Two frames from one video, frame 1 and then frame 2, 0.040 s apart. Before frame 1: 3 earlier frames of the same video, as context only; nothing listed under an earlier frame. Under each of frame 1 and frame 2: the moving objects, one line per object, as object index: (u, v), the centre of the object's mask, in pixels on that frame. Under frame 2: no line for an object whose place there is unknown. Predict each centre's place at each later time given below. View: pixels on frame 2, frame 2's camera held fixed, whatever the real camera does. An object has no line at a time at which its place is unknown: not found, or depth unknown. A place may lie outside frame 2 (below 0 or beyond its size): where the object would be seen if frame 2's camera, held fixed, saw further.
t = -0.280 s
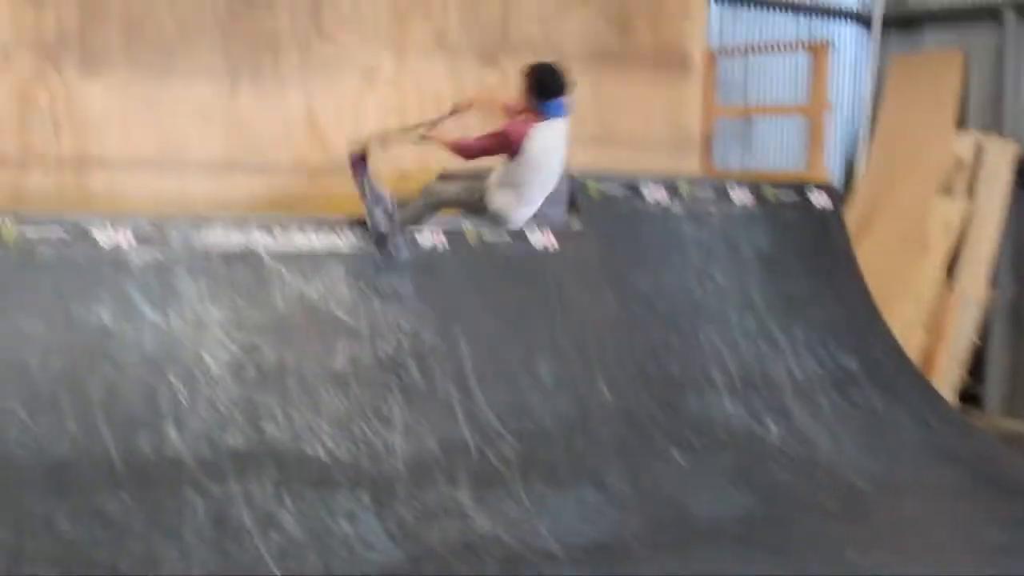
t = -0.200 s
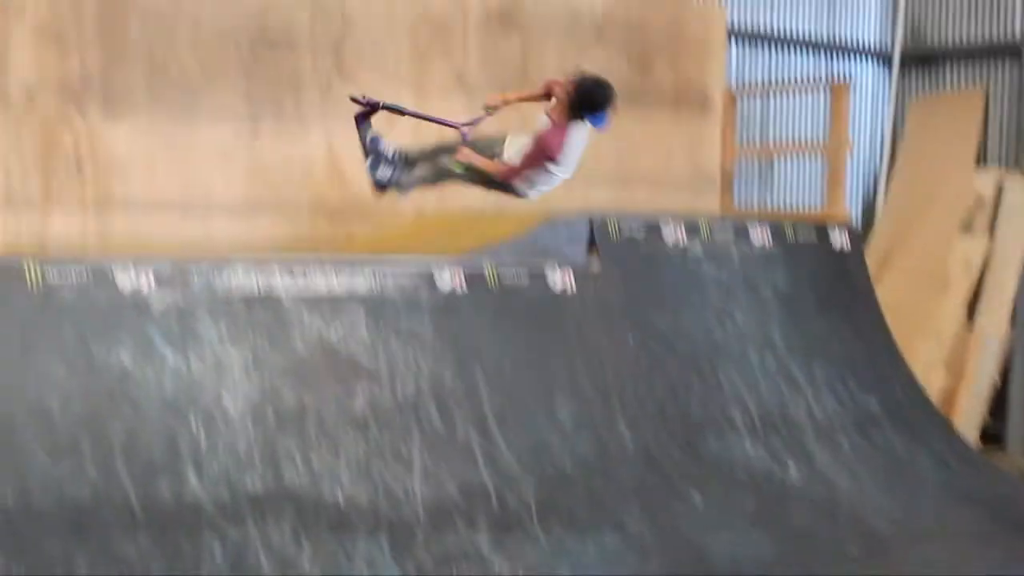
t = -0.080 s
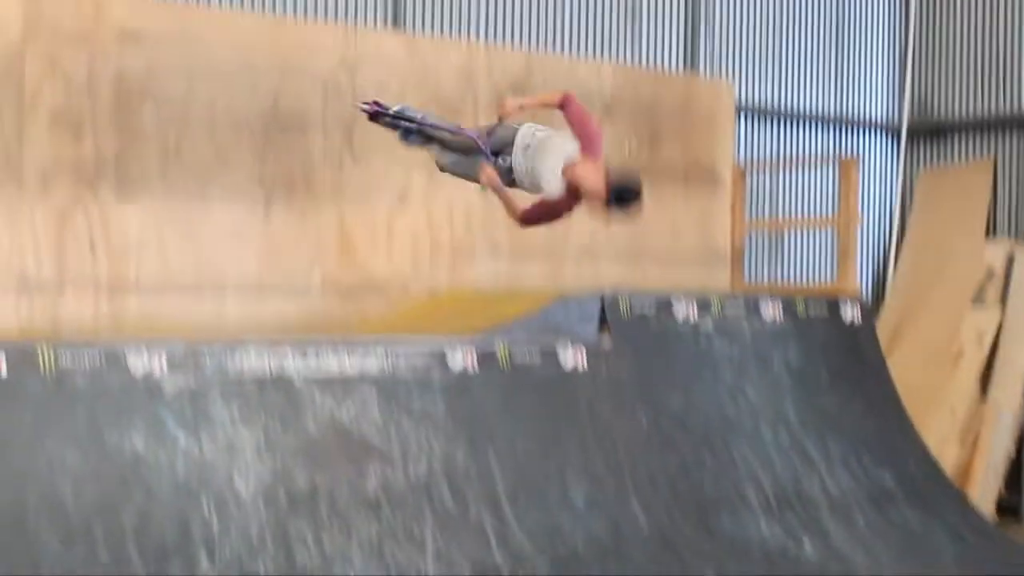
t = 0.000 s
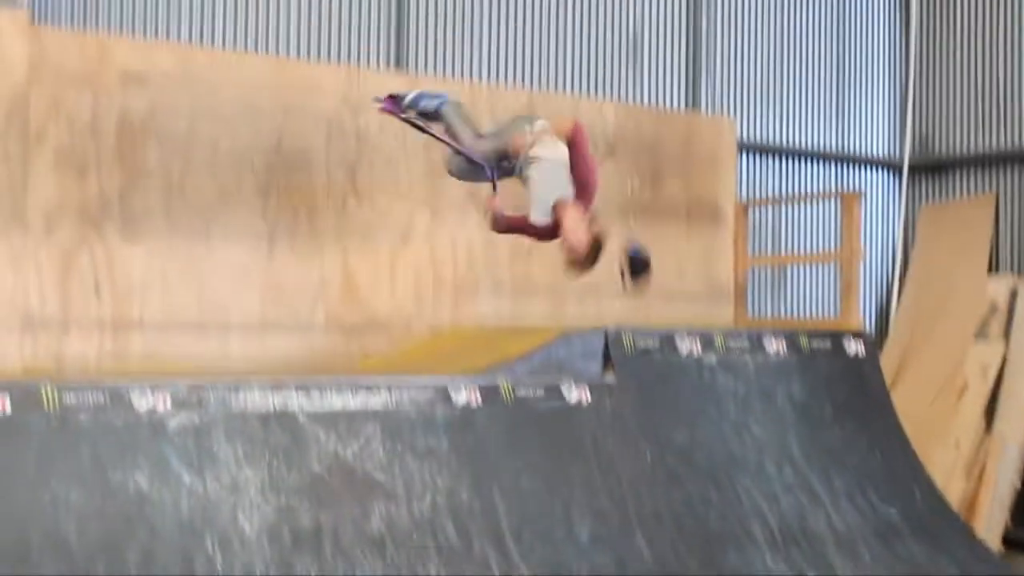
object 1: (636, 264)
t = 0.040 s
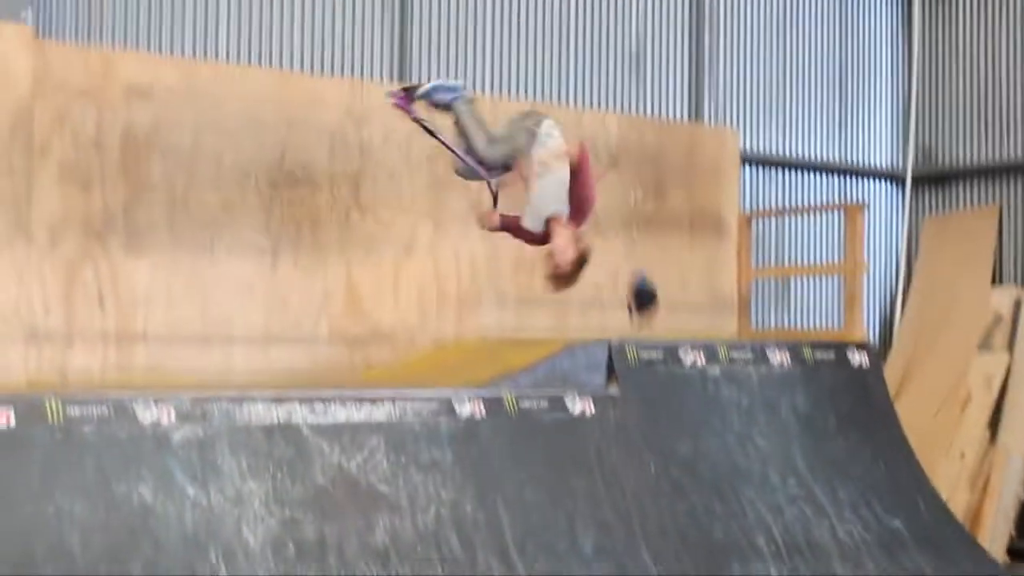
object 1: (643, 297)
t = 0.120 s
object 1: (648, 349)
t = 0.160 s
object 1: (650, 376)
